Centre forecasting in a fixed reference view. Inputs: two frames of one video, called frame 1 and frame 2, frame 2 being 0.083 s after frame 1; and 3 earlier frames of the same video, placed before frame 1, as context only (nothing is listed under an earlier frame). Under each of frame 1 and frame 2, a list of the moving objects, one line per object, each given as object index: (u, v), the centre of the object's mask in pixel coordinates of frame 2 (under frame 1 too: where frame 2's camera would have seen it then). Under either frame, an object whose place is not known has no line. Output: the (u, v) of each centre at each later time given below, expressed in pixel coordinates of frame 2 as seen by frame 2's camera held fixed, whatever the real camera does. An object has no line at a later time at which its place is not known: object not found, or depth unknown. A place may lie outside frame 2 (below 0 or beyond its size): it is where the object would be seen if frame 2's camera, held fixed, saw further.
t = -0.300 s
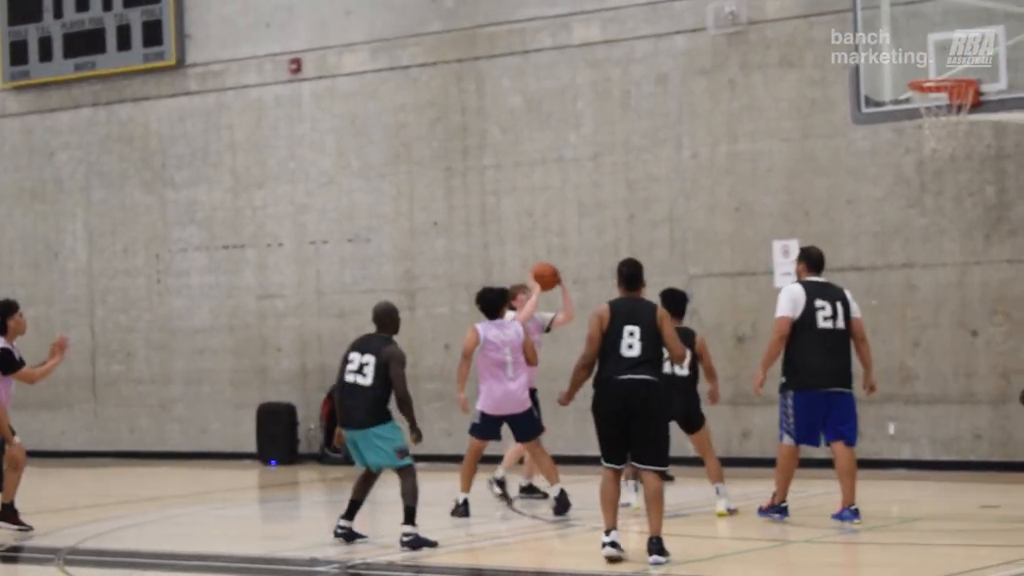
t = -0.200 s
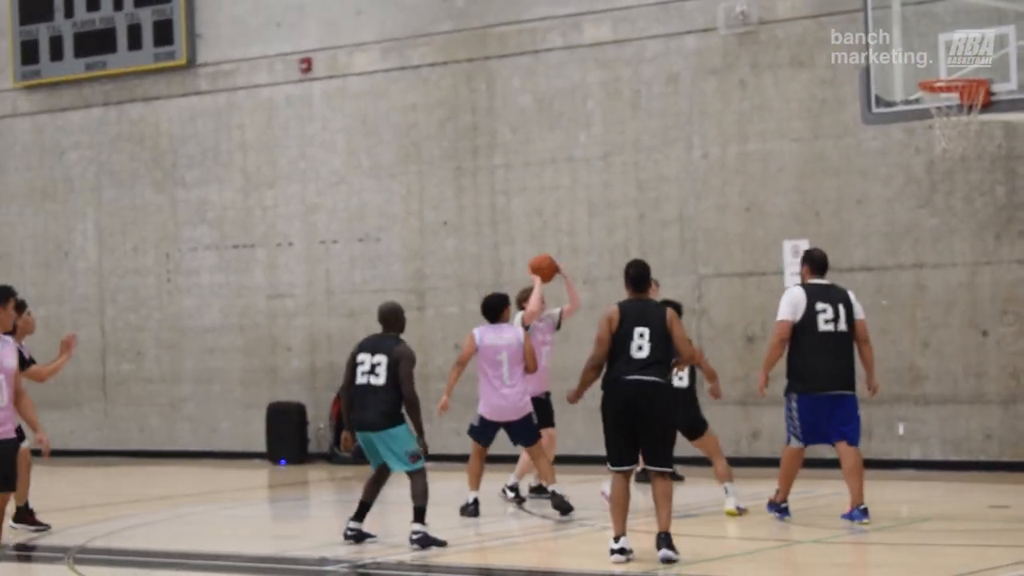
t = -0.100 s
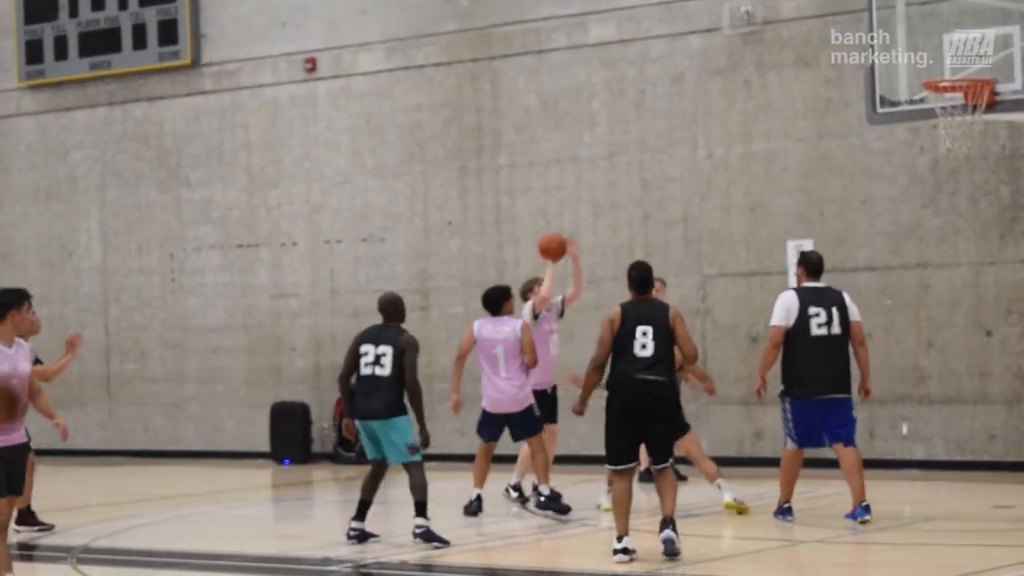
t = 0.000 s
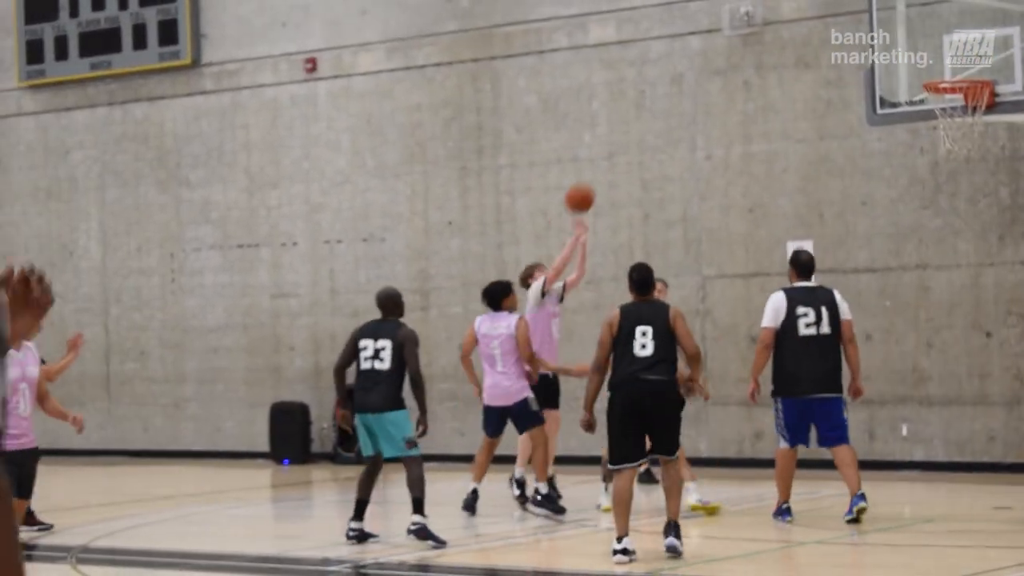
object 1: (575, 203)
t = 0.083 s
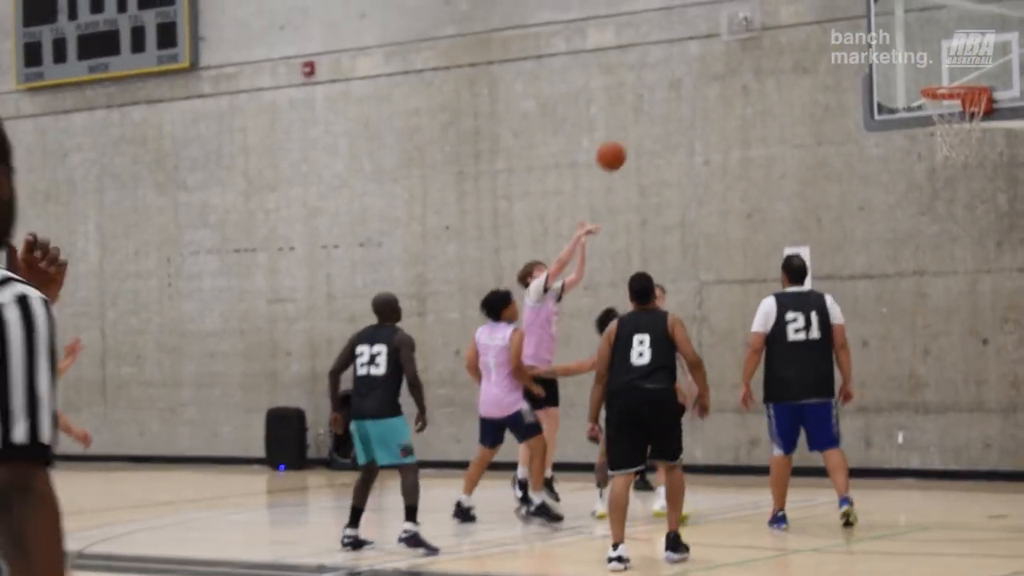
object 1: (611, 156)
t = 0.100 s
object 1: (619, 147)
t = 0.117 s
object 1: (626, 138)
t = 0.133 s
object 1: (634, 129)
